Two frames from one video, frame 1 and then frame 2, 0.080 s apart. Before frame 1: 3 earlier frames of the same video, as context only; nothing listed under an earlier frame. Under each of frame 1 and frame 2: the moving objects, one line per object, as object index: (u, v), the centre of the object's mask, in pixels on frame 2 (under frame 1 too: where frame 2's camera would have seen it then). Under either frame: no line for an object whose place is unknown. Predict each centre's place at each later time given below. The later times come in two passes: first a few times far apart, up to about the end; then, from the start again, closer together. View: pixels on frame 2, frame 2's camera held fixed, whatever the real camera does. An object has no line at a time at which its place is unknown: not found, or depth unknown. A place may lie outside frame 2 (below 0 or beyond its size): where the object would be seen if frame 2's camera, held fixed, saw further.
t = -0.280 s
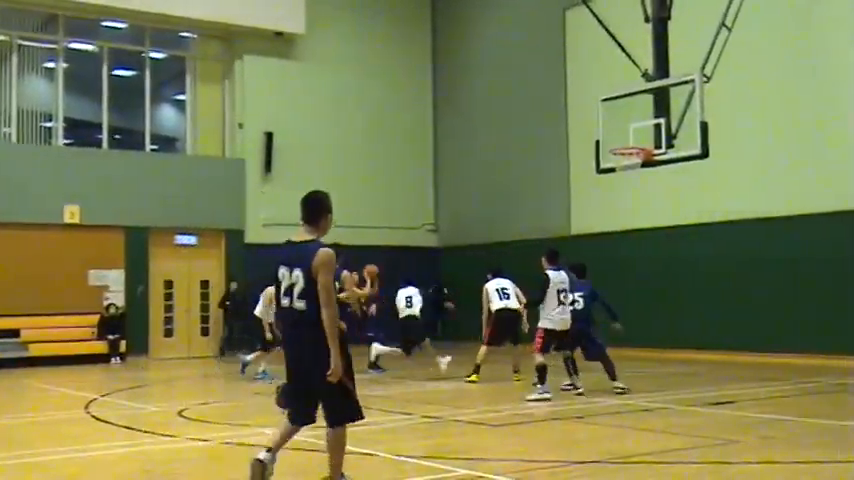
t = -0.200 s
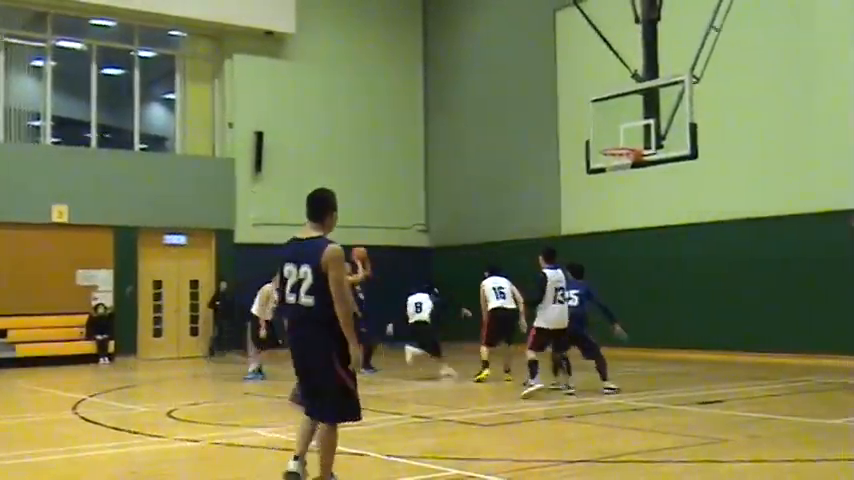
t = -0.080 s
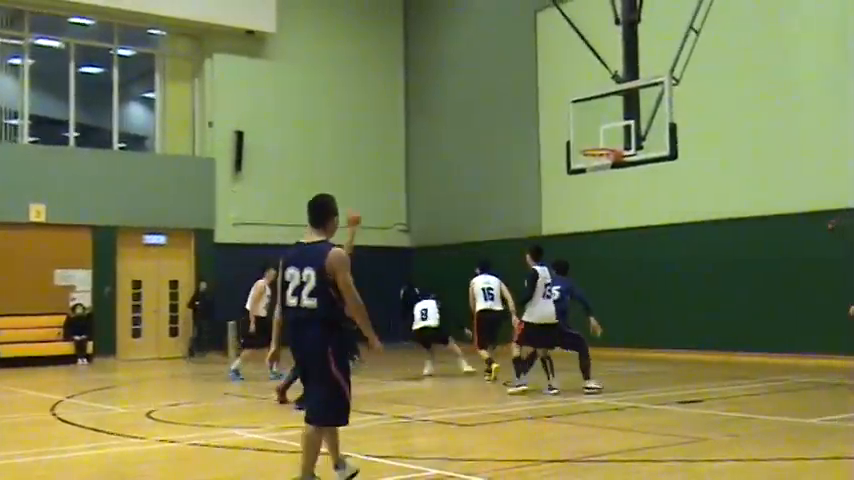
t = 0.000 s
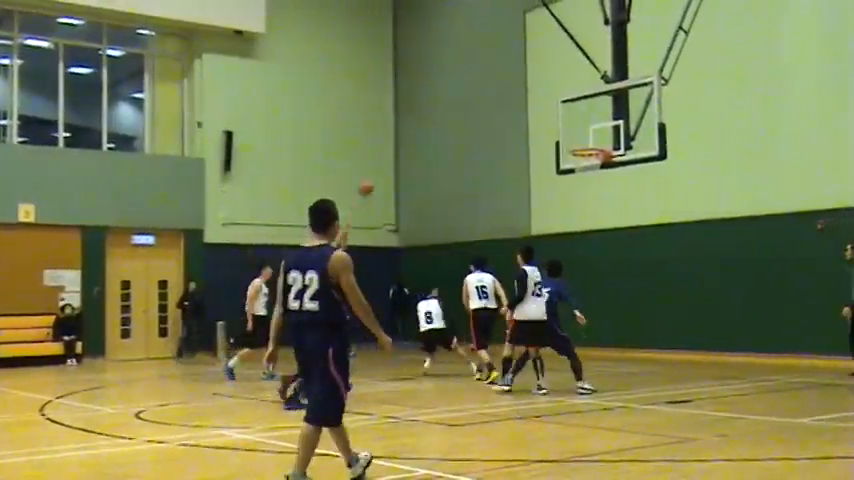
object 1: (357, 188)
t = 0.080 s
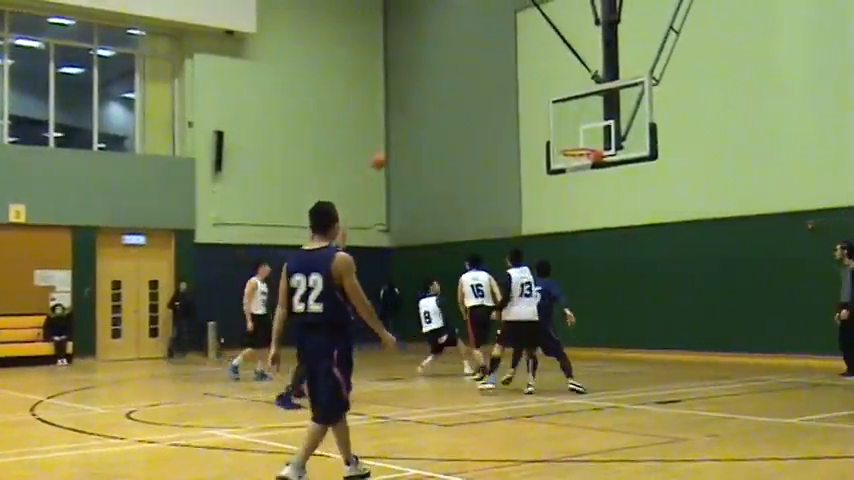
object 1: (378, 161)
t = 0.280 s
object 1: (437, 108)
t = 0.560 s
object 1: (525, 80)
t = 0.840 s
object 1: (588, 71)
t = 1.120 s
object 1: (604, 53)
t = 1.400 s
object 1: (613, 85)
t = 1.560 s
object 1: (619, 130)
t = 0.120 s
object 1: (390, 149)
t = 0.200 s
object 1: (413, 126)
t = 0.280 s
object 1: (437, 108)
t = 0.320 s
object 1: (449, 102)
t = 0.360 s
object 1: (461, 95)
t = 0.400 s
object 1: (473, 90)
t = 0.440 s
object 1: (486, 86)
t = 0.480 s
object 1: (498, 83)
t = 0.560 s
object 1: (525, 80)
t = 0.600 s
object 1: (538, 80)
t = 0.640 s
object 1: (551, 80)
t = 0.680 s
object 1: (565, 83)
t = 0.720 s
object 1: (572, 79)
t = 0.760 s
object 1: (577, 75)
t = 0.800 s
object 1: (582, 72)
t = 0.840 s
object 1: (588, 71)
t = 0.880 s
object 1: (592, 67)
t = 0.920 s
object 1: (596, 63)
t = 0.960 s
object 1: (599, 60)
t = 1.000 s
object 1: (600, 56)
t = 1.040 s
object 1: (601, 54)
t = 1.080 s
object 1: (602, 53)
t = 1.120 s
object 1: (604, 53)
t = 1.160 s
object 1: (605, 54)
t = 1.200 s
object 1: (606, 56)
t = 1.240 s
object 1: (607, 59)
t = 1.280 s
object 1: (609, 64)
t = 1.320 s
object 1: (610, 70)
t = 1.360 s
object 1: (612, 76)
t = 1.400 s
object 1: (613, 85)
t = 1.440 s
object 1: (614, 94)
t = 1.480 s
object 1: (617, 105)
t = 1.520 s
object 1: (618, 117)
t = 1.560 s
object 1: (619, 130)
